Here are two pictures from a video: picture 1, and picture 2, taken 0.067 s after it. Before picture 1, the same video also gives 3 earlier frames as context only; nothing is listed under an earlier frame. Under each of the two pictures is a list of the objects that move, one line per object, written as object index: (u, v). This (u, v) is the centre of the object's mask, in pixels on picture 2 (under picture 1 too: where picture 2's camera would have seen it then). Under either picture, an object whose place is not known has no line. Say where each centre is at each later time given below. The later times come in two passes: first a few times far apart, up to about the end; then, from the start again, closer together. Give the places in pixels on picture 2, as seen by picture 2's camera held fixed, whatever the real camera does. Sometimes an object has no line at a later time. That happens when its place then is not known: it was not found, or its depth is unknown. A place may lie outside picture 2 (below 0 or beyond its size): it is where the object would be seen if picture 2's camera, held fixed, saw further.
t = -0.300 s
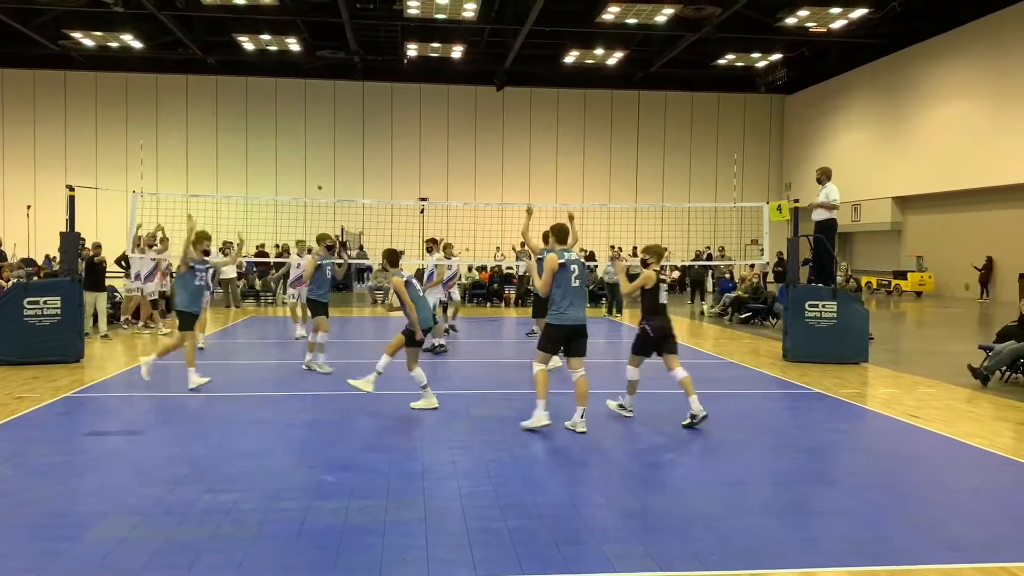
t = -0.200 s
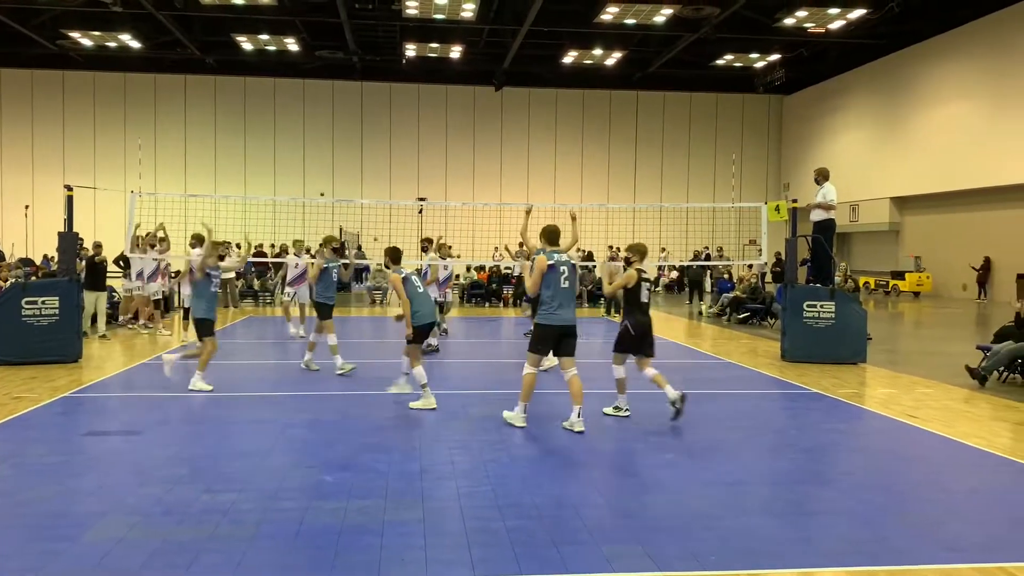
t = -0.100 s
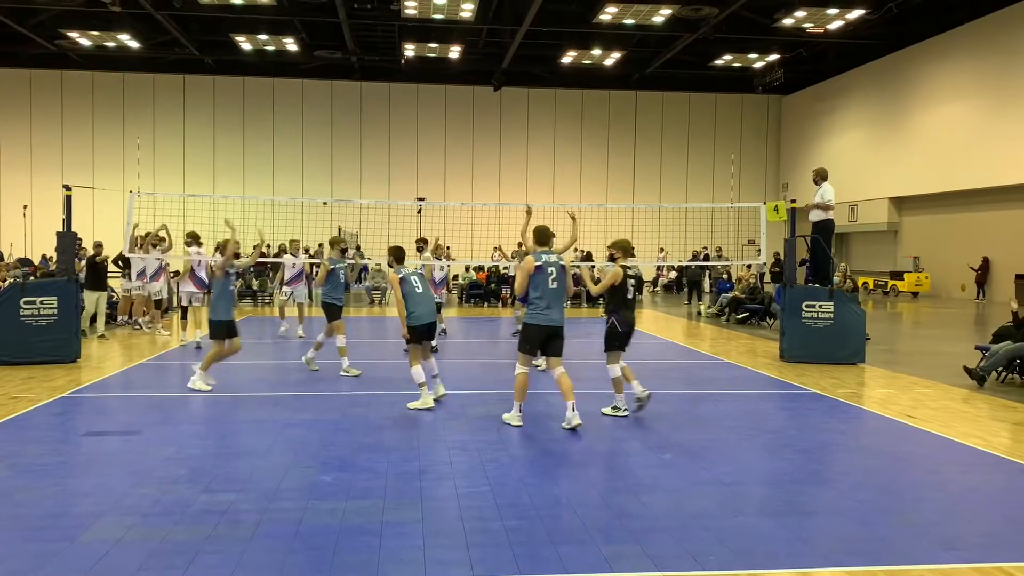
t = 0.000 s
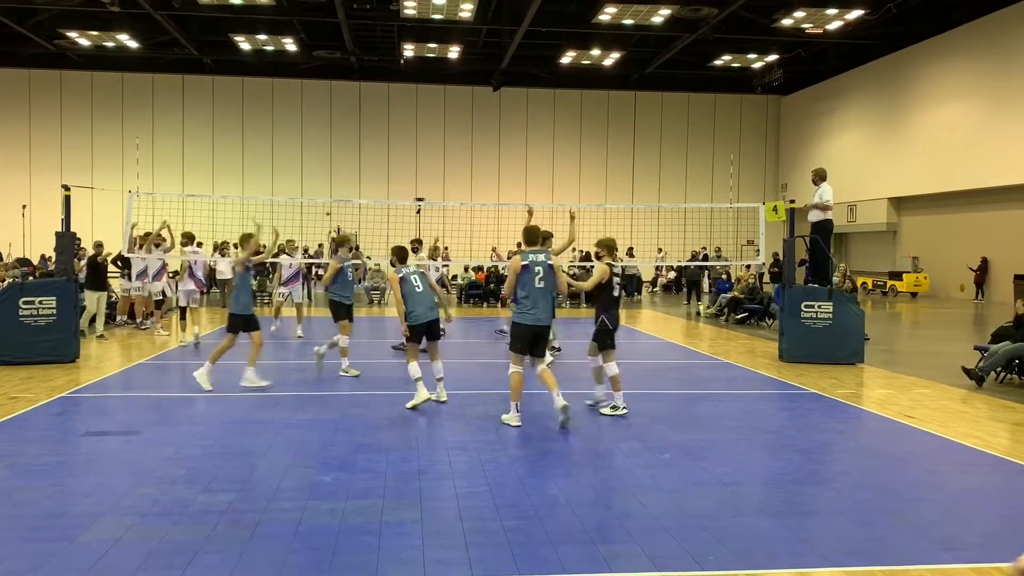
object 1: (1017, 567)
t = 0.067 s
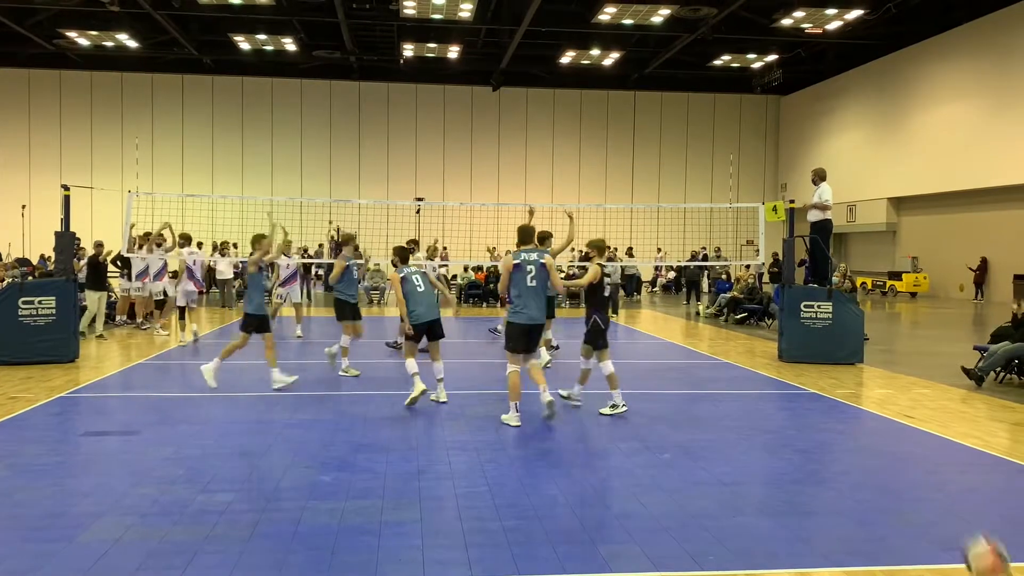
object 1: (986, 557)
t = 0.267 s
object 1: (904, 409)
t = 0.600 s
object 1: (797, 348)
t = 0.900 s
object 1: (723, 434)
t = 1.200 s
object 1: (671, 383)
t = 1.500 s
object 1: (631, 365)
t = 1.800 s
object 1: (598, 407)
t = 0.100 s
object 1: (972, 527)
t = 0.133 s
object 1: (957, 496)
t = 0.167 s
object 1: (943, 470)
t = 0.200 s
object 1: (930, 448)
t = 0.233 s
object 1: (917, 426)
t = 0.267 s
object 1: (904, 409)
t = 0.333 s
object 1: (881, 378)
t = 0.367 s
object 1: (869, 367)
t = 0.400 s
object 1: (858, 359)
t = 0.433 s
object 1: (848, 352)
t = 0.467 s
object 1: (837, 348)
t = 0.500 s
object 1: (827, 346)
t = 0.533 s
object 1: (817, 345)
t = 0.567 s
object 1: (807, 346)
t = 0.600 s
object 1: (797, 348)
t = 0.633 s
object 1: (789, 352)
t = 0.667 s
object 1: (779, 359)
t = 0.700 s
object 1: (771, 365)
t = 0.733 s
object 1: (764, 374)
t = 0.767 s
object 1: (754, 384)
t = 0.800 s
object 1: (746, 395)
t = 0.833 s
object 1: (739, 407)
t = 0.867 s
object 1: (732, 421)
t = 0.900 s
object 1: (723, 434)
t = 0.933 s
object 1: (717, 450)
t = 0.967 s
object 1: (711, 468)
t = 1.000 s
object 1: (704, 461)
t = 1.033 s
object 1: (699, 444)
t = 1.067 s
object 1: (692, 428)
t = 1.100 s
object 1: (687, 414)
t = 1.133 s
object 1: (682, 402)
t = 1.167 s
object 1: (676, 392)
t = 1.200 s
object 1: (671, 383)
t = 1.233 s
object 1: (666, 375)
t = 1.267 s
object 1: (661, 369)
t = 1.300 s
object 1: (656, 364)
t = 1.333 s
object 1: (652, 362)
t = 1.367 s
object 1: (647, 359)
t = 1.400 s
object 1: (643, 358)
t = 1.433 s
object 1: (639, 360)
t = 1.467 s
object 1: (635, 362)
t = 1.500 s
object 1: (631, 365)
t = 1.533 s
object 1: (627, 369)
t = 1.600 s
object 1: (619, 380)
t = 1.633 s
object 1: (615, 388)
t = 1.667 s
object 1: (611, 397)
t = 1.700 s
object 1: (608, 406)
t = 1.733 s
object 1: (605, 416)
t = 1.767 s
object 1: (601, 419)
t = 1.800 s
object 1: (598, 407)
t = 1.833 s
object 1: (594, 398)
